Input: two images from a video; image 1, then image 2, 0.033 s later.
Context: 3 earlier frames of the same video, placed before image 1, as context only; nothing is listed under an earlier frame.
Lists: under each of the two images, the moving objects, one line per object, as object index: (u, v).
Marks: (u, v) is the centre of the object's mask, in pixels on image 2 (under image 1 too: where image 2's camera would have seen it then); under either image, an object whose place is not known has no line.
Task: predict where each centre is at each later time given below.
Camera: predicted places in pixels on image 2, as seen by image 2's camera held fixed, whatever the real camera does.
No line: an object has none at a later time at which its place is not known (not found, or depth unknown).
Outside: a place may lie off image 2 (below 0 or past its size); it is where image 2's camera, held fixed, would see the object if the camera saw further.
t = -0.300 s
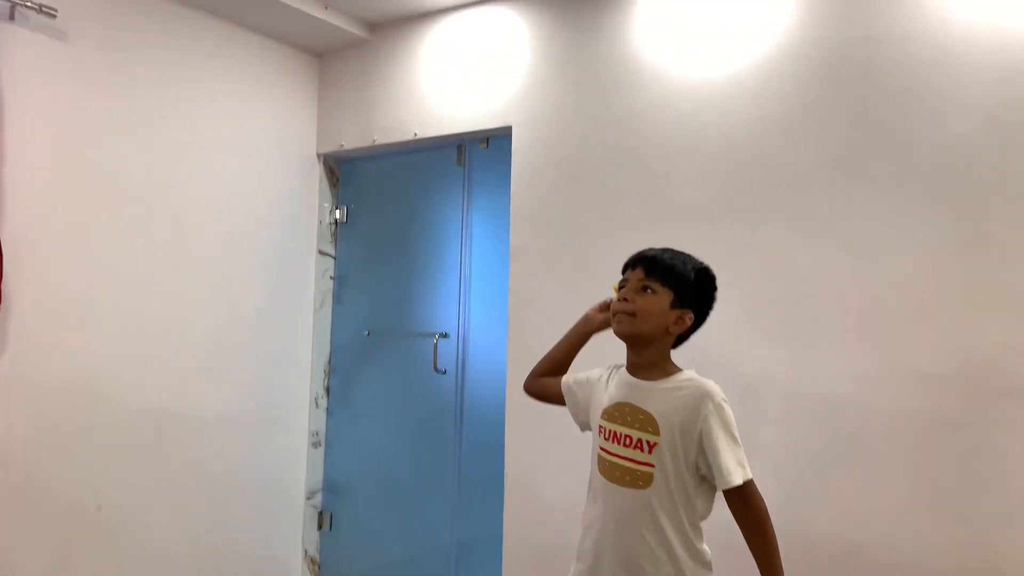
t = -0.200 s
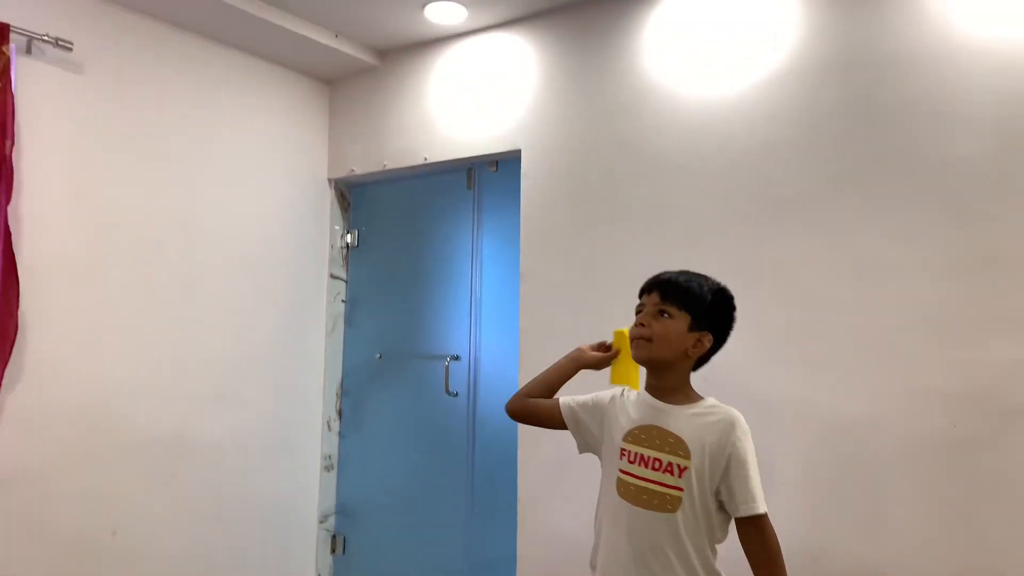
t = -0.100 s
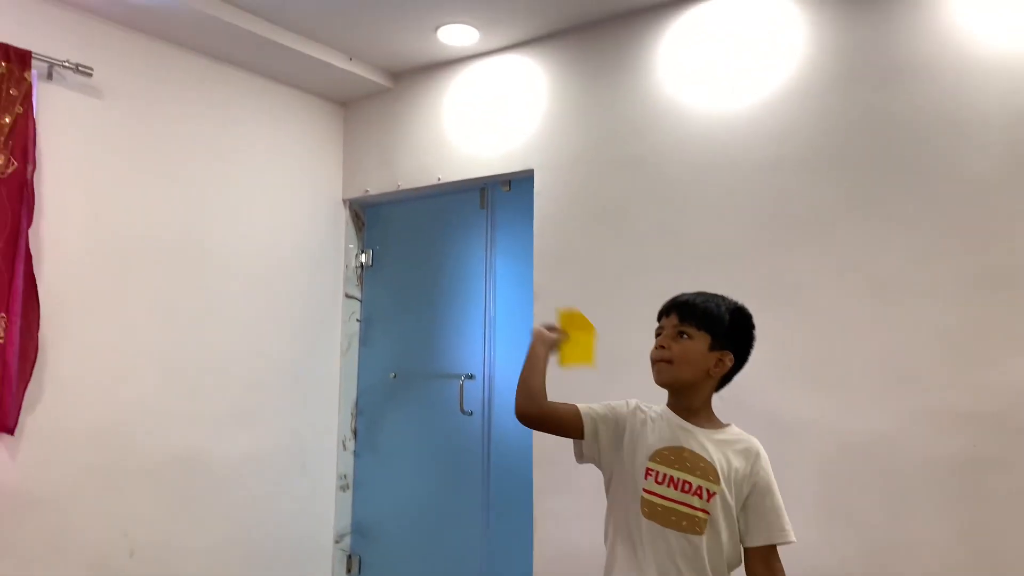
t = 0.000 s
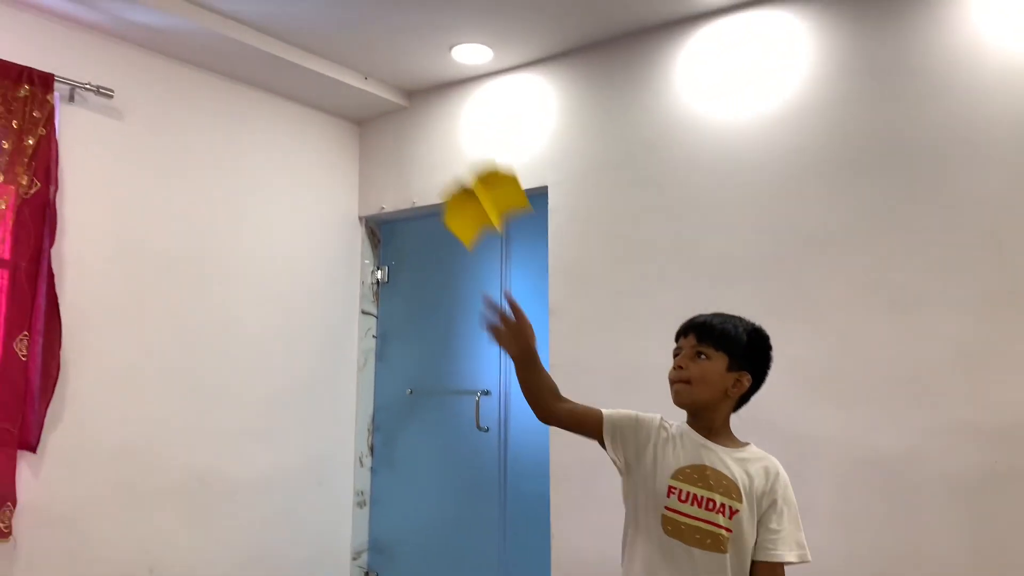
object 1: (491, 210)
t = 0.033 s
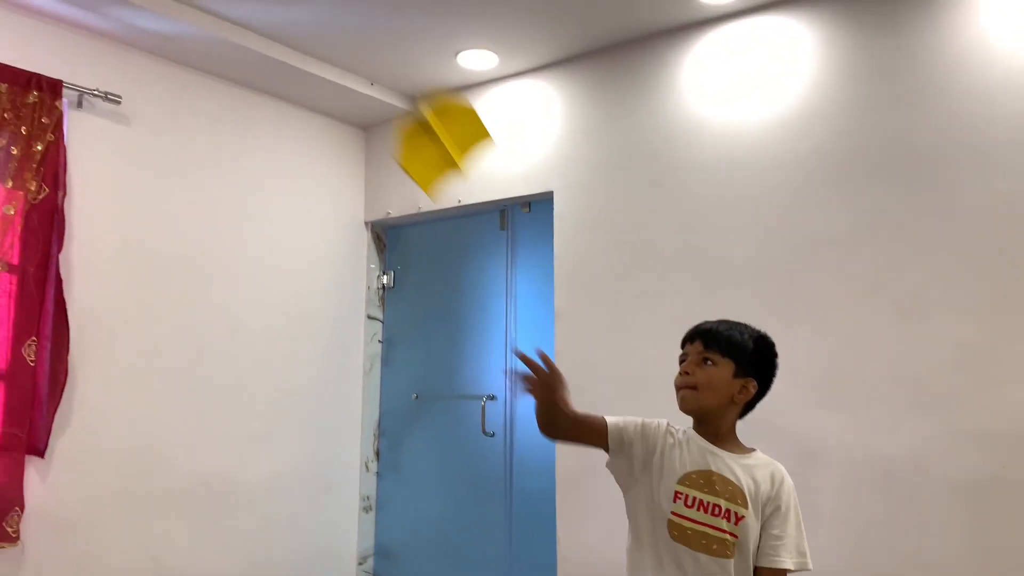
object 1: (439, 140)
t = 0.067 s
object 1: (378, 64)
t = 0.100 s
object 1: (307, 9)
